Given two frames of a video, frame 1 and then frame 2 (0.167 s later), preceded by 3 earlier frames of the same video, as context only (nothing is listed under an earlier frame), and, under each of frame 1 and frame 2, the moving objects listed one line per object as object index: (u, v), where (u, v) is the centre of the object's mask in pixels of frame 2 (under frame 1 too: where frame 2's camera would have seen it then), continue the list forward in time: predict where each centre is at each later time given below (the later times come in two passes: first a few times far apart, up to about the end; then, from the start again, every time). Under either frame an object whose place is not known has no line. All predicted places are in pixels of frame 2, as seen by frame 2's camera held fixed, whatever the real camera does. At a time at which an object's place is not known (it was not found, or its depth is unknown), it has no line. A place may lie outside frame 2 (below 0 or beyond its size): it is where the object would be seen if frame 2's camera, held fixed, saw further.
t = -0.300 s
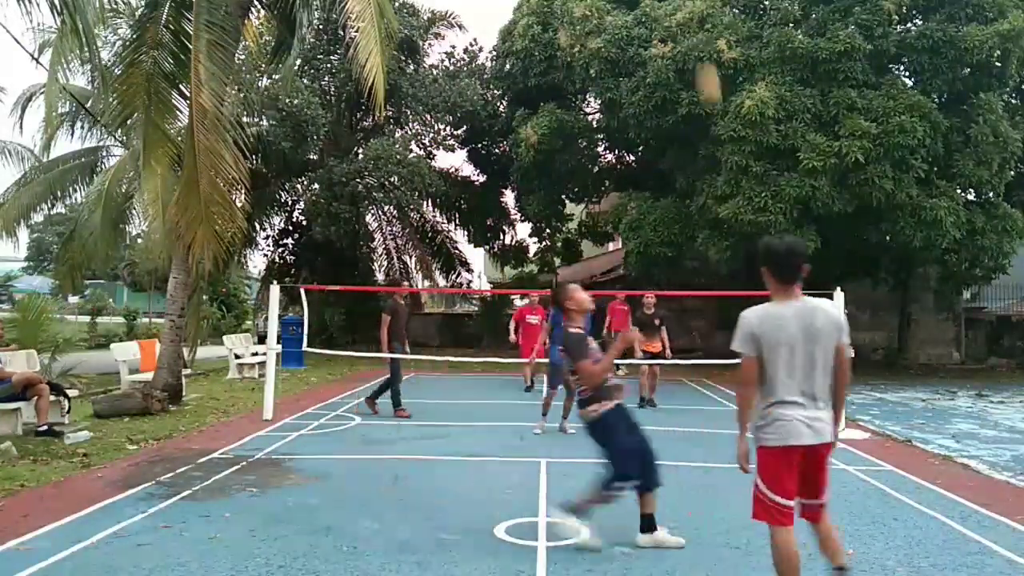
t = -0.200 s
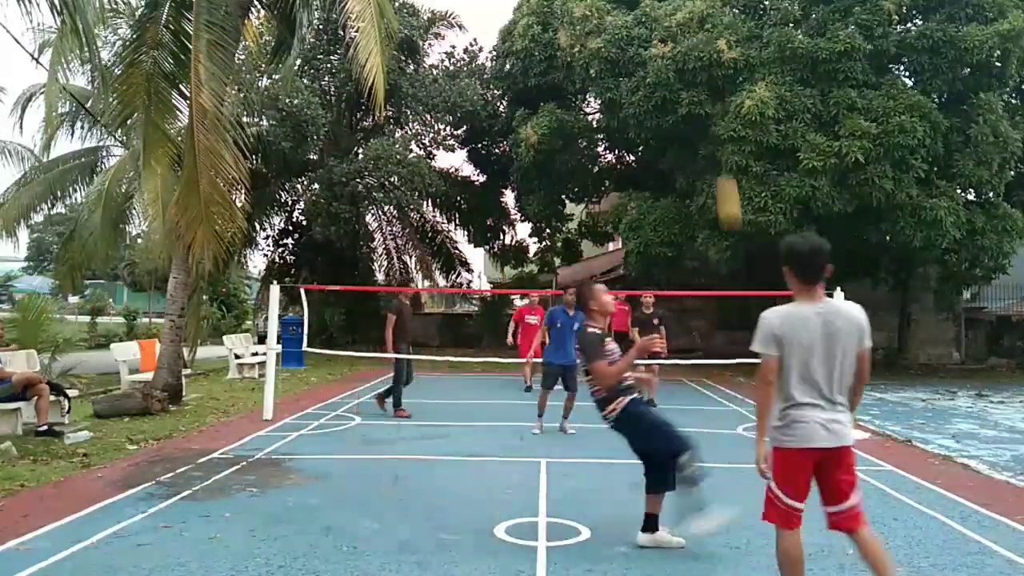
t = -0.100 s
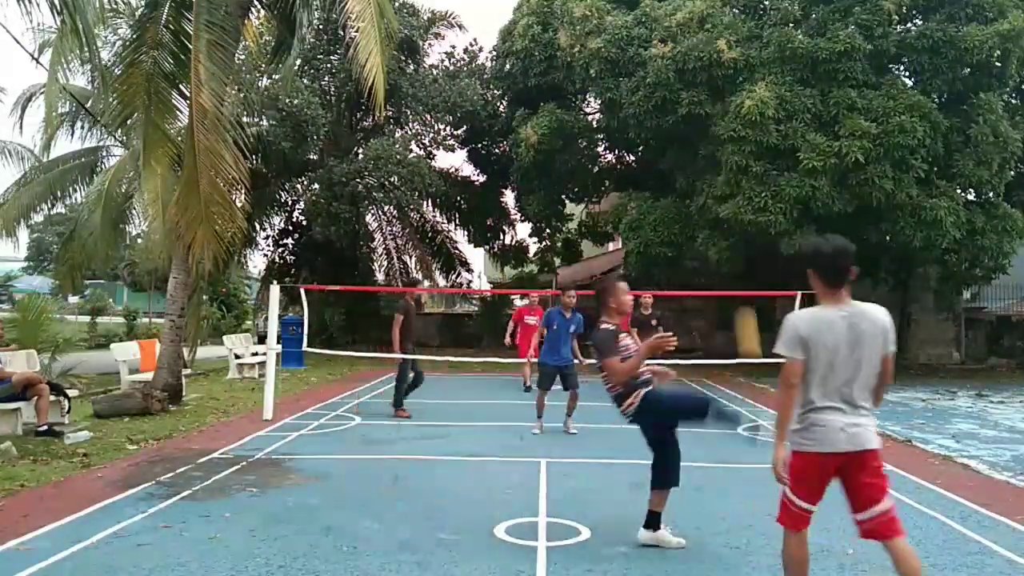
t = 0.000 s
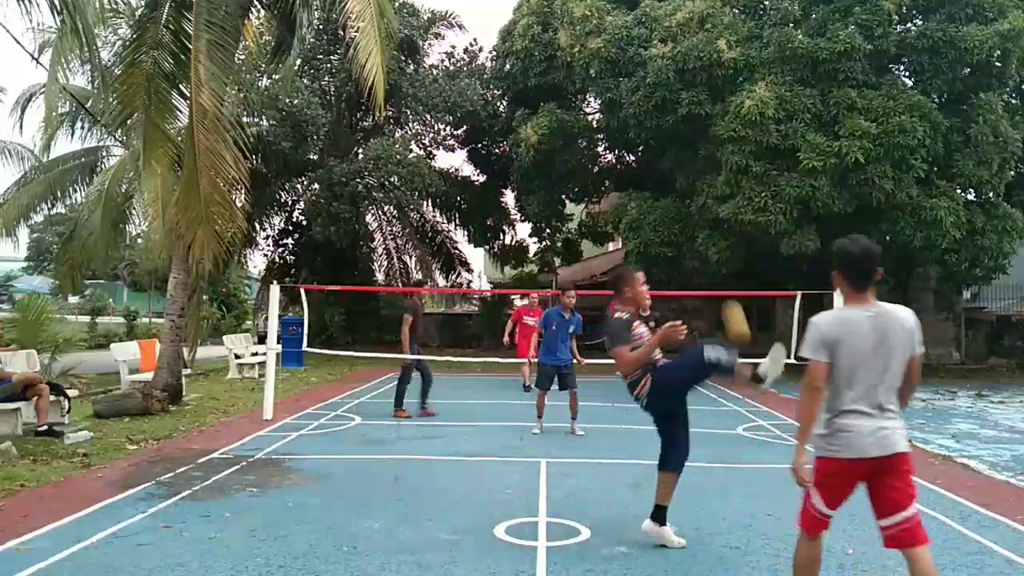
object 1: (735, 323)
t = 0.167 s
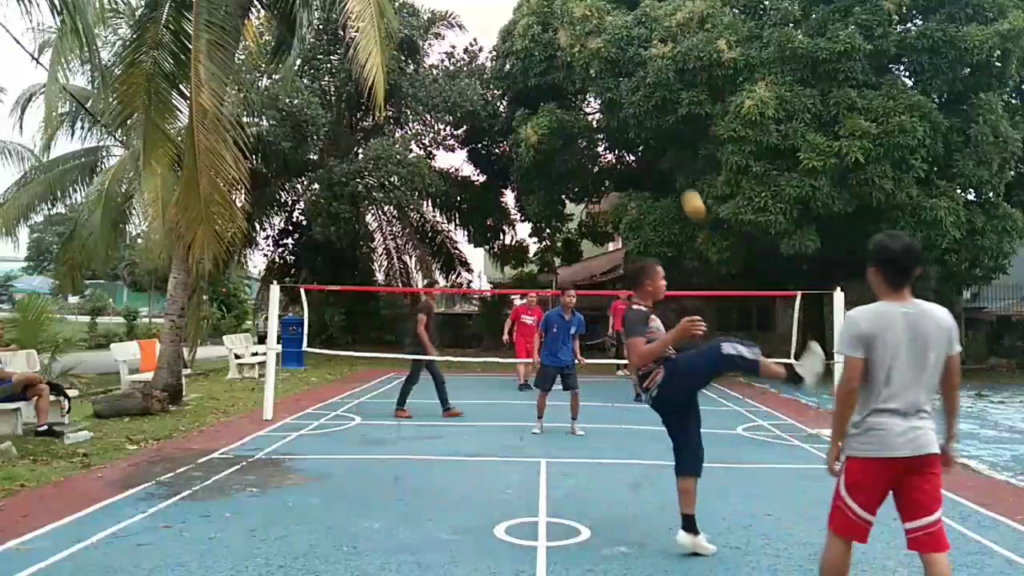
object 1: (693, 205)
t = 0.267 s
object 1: (672, 165)
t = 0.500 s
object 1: (634, 135)
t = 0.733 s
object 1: (603, 169)
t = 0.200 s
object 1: (686, 189)
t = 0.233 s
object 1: (679, 176)
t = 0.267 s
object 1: (672, 165)
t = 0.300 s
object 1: (666, 156)
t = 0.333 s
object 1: (660, 148)
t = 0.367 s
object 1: (654, 143)
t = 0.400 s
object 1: (649, 138)
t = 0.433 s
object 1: (644, 136)
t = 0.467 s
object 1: (638, 135)
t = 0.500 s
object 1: (634, 135)
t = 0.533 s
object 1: (629, 137)
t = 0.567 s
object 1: (624, 139)
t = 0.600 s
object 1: (620, 143)
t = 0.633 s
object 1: (616, 147)
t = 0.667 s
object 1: (613, 153)
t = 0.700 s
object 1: (608, 162)
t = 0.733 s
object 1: (603, 169)
